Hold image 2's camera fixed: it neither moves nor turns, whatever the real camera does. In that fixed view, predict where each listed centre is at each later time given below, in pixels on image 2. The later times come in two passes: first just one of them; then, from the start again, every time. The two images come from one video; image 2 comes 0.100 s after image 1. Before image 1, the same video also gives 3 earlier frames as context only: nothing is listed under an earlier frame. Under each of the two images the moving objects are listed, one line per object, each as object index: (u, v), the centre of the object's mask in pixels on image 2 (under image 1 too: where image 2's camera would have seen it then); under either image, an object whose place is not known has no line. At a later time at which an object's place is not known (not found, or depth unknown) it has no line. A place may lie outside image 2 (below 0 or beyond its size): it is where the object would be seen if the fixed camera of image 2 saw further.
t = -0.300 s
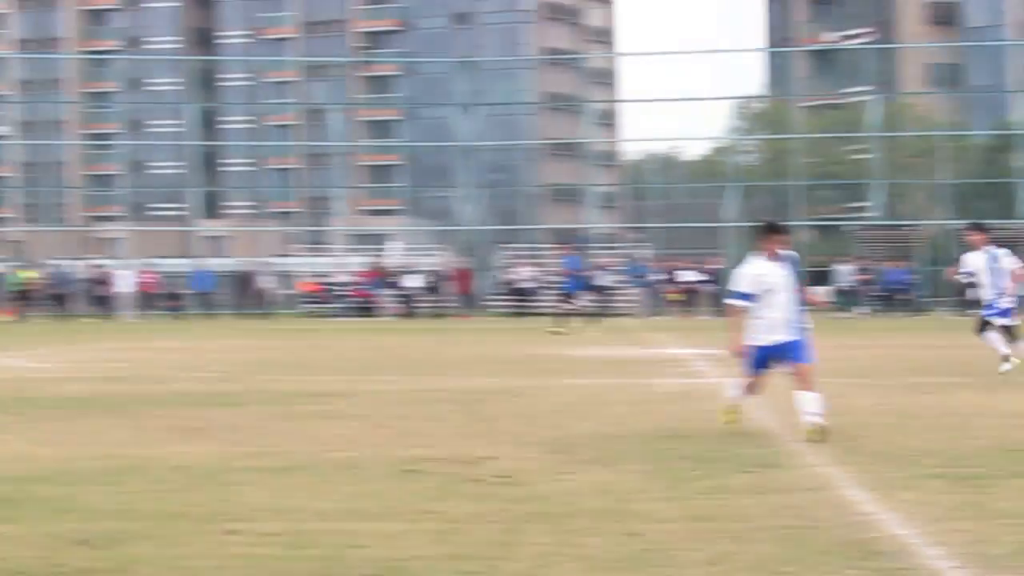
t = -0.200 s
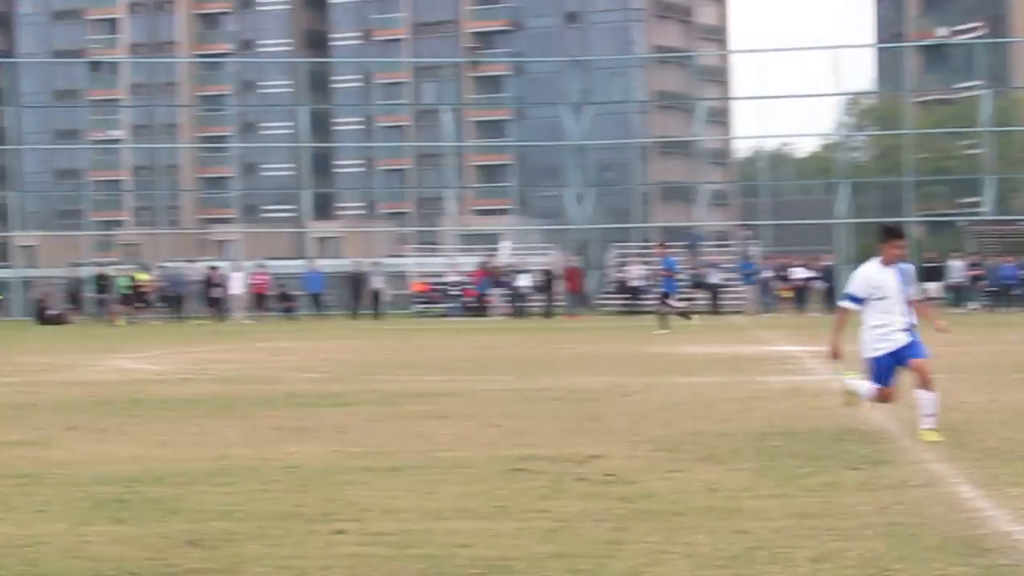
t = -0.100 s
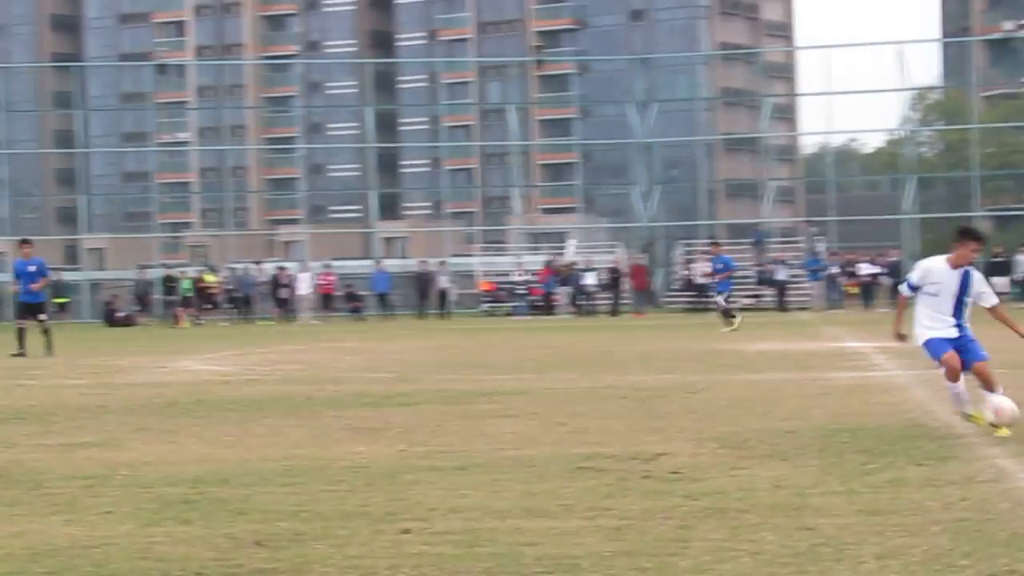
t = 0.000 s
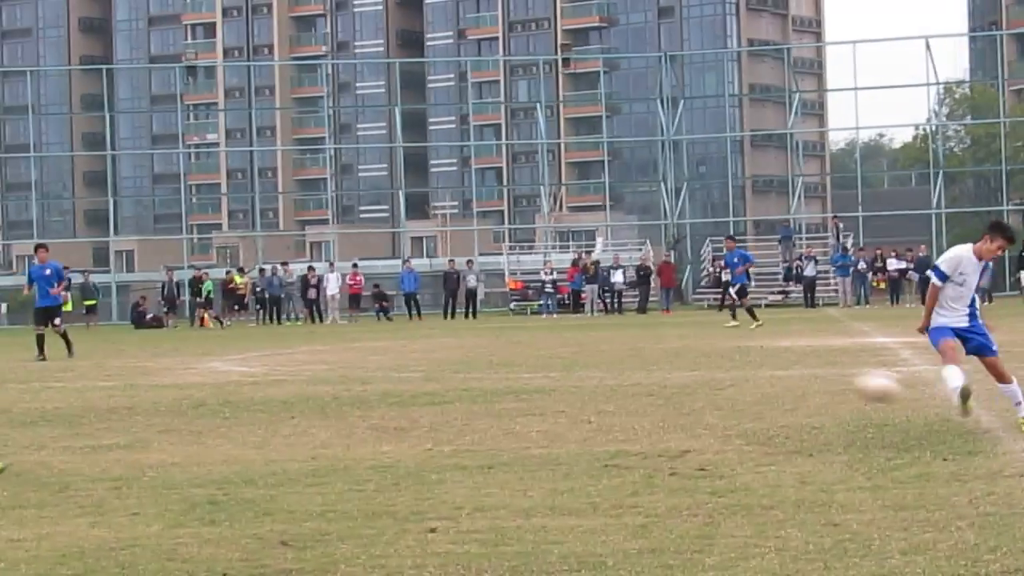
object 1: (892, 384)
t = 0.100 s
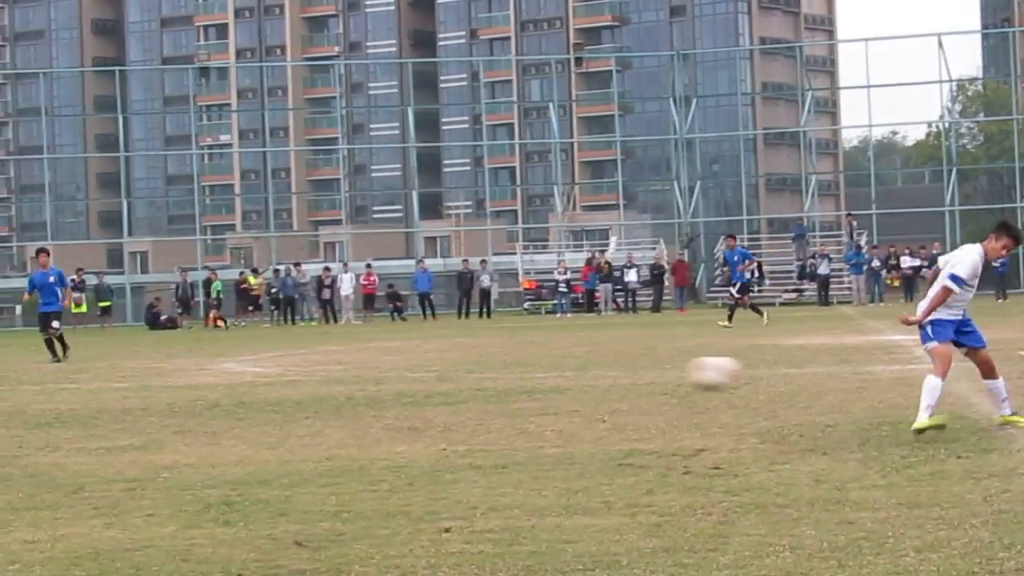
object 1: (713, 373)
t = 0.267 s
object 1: (380, 397)
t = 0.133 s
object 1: (649, 374)
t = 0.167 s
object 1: (585, 376)
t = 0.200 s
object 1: (516, 381)
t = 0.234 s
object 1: (449, 389)
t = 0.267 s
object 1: (380, 397)
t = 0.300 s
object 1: (310, 409)
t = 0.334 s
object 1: (236, 424)
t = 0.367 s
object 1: (164, 443)
